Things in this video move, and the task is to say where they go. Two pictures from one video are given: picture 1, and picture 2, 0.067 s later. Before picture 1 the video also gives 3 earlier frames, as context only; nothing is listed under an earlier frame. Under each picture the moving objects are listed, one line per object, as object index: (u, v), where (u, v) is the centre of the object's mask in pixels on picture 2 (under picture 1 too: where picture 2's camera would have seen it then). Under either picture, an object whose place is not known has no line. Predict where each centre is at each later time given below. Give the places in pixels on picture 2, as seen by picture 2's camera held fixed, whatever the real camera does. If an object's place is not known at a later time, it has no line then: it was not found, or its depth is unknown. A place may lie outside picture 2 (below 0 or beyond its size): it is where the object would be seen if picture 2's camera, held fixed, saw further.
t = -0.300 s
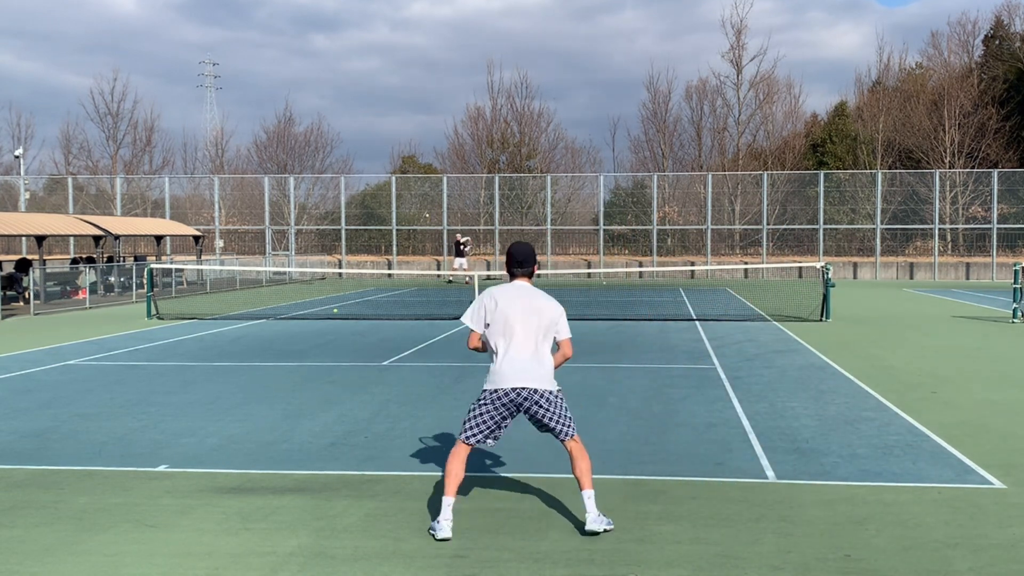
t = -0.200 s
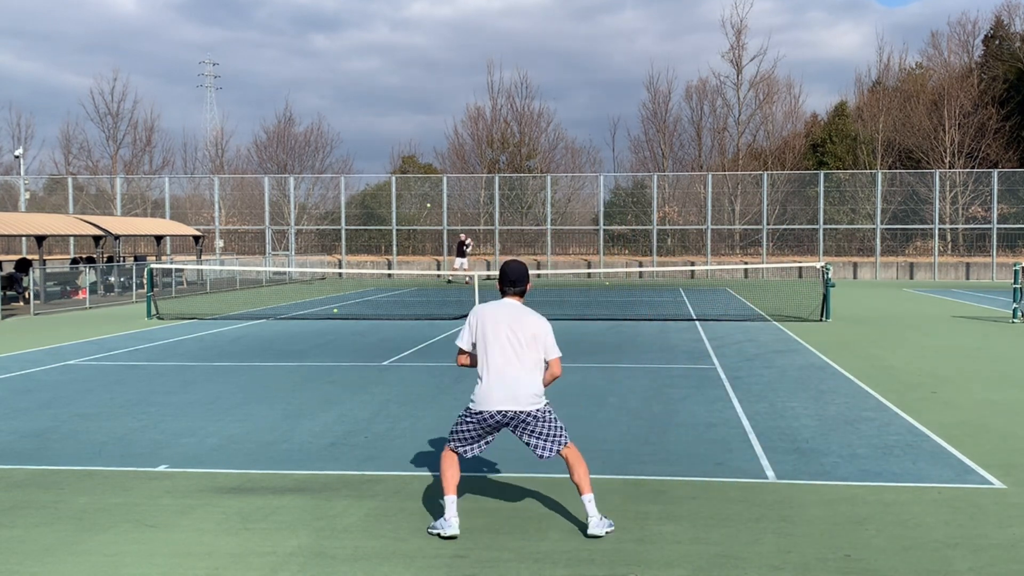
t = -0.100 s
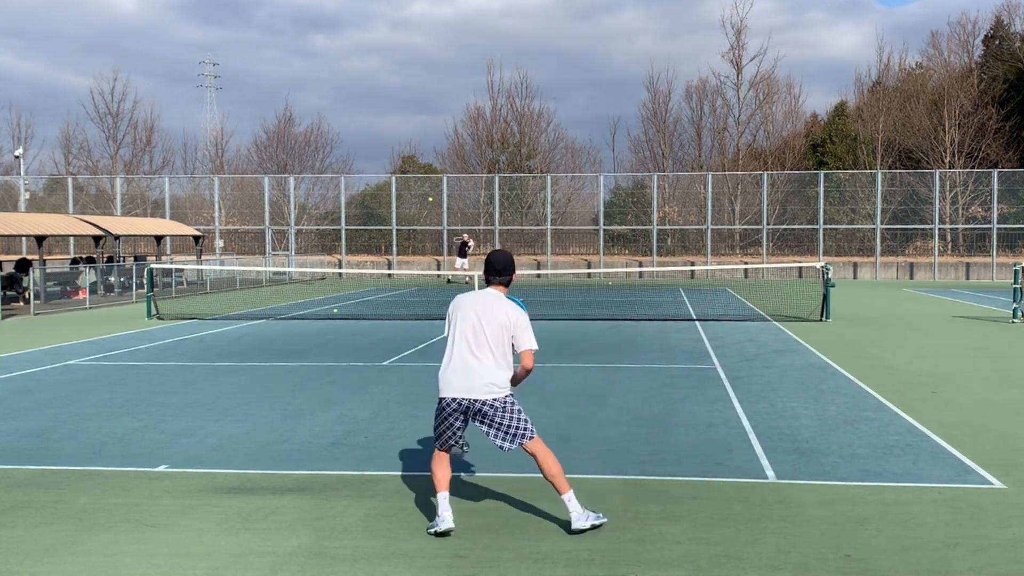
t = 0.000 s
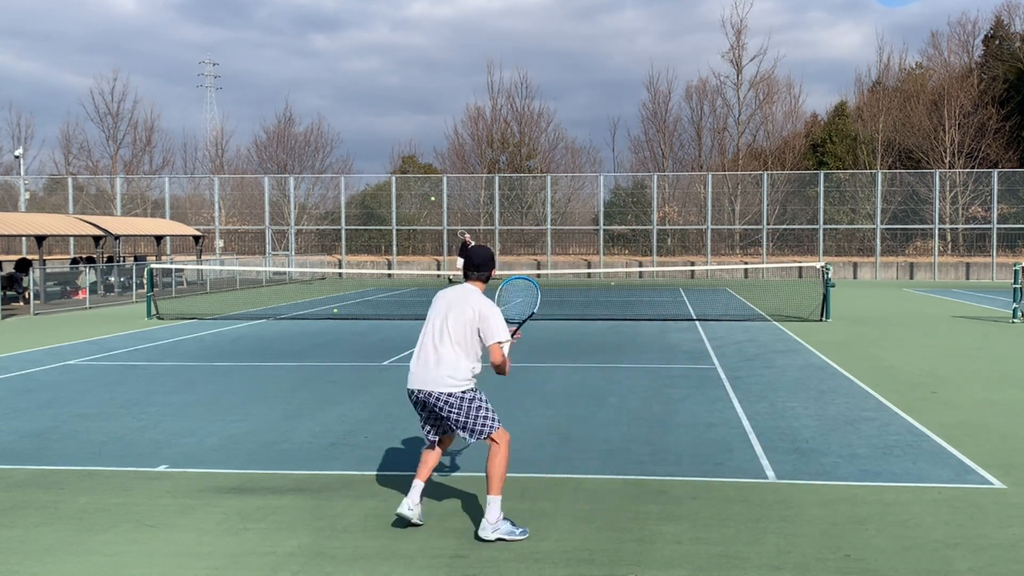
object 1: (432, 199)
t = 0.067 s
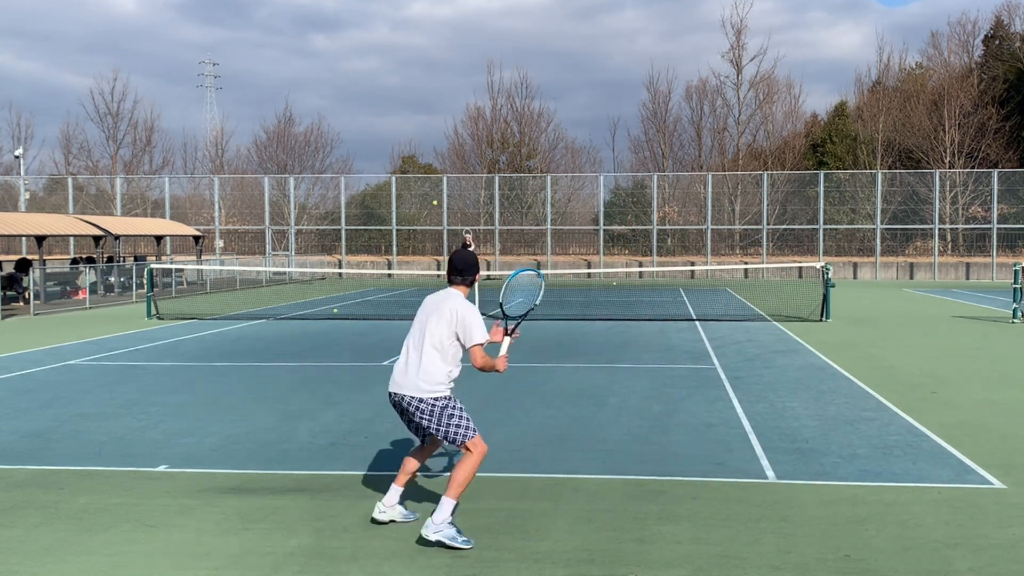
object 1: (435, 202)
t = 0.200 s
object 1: (440, 222)
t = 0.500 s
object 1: (459, 367)
